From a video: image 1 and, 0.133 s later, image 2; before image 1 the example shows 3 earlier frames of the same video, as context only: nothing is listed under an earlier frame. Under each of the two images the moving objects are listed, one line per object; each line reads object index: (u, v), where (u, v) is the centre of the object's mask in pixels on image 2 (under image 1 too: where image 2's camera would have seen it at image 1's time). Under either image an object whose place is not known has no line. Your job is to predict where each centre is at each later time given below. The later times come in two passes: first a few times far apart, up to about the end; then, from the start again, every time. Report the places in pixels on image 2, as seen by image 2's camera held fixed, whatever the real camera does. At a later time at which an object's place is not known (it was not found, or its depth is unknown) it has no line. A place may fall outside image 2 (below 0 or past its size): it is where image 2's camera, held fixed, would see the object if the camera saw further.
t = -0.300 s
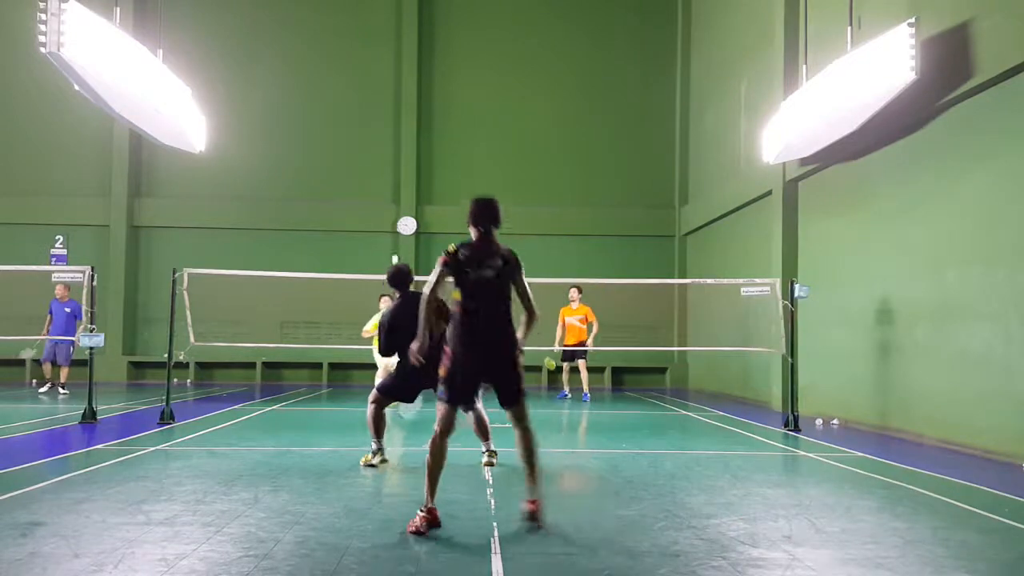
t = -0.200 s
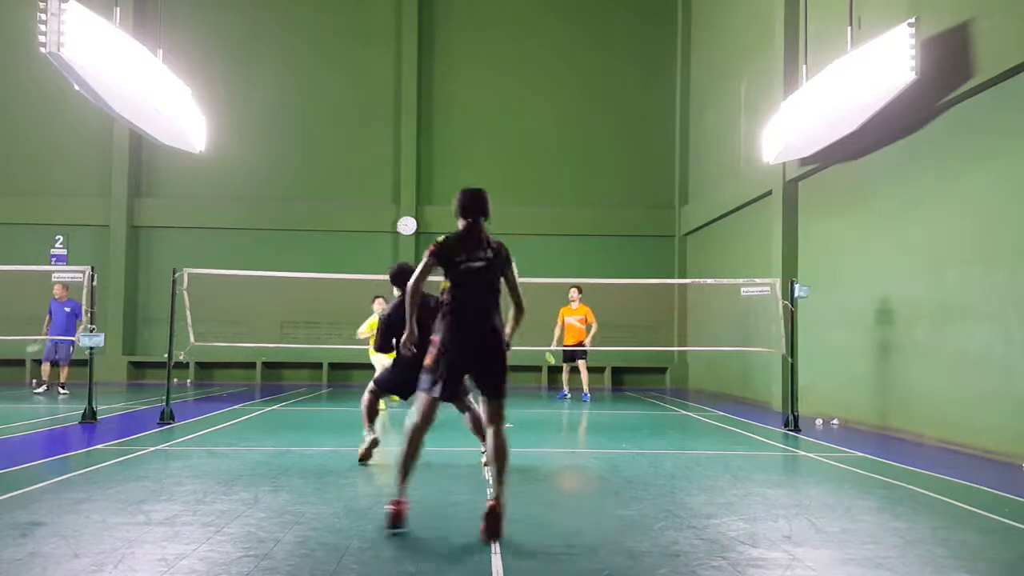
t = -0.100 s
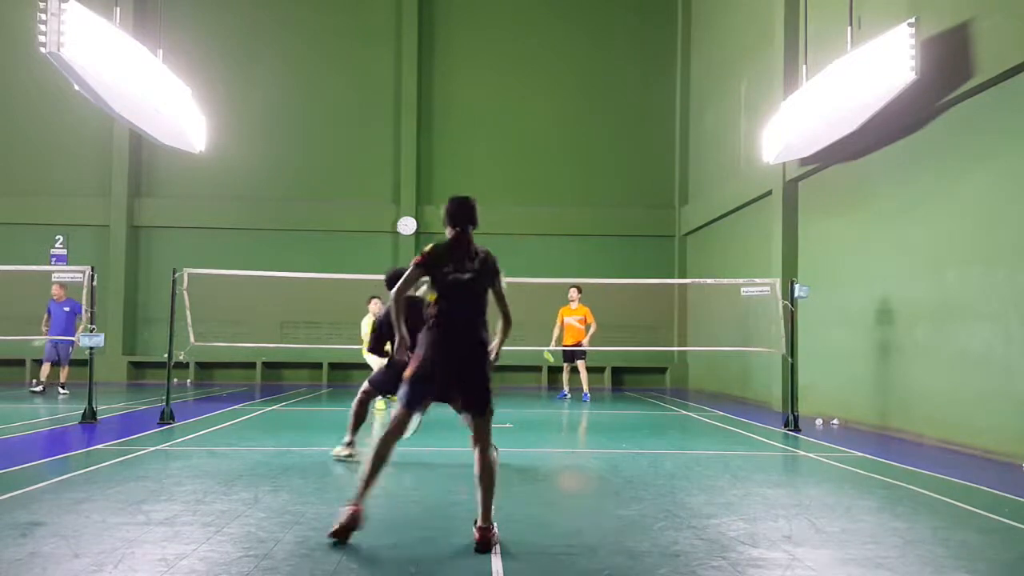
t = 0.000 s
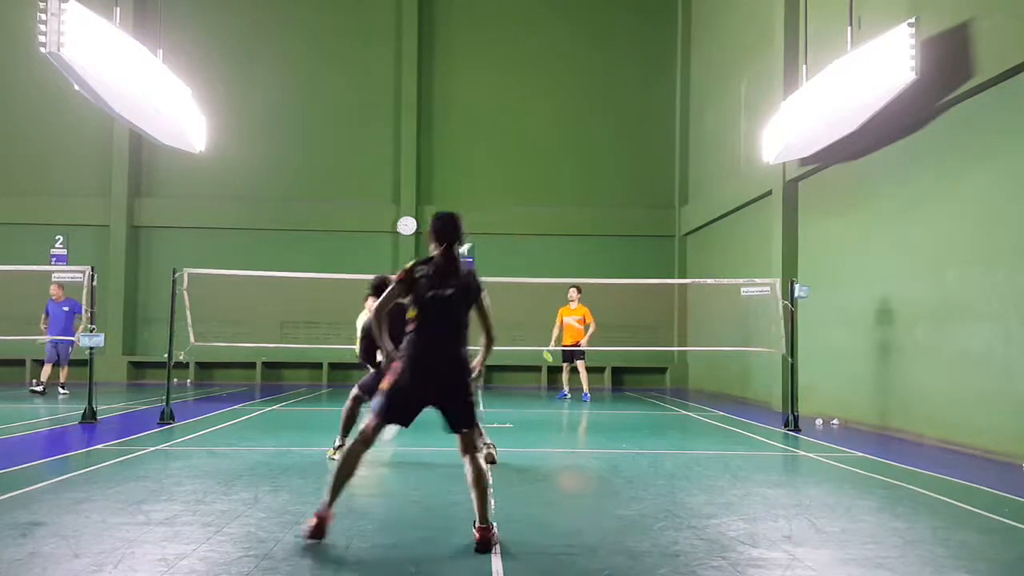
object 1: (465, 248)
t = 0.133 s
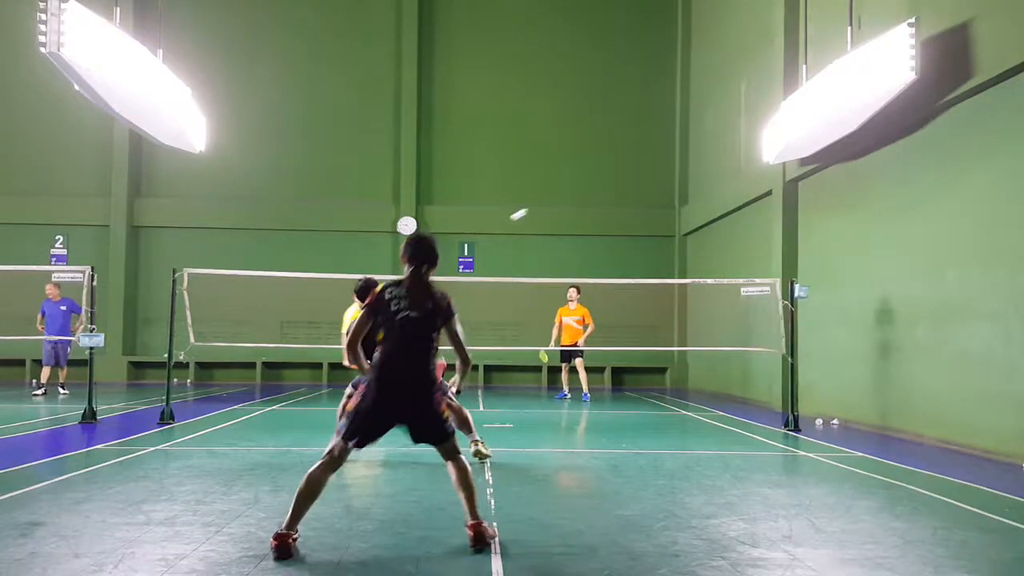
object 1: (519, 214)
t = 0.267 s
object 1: (570, 194)
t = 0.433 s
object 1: (632, 195)
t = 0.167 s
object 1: (532, 207)
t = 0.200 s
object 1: (545, 201)
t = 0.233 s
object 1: (557, 197)
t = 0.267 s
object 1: (570, 194)
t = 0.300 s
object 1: (582, 192)
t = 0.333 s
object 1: (595, 190)
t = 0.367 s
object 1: (607, 191)
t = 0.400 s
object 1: (619, 192)
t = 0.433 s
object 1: (632, 195)
